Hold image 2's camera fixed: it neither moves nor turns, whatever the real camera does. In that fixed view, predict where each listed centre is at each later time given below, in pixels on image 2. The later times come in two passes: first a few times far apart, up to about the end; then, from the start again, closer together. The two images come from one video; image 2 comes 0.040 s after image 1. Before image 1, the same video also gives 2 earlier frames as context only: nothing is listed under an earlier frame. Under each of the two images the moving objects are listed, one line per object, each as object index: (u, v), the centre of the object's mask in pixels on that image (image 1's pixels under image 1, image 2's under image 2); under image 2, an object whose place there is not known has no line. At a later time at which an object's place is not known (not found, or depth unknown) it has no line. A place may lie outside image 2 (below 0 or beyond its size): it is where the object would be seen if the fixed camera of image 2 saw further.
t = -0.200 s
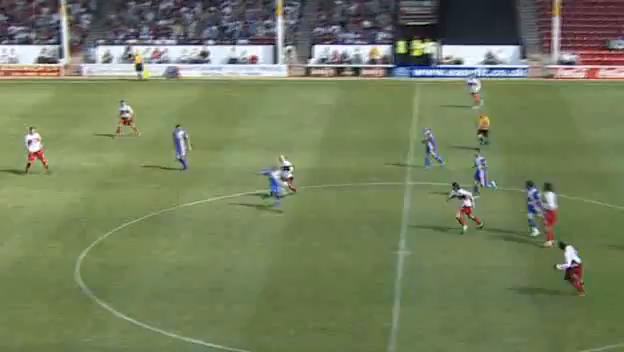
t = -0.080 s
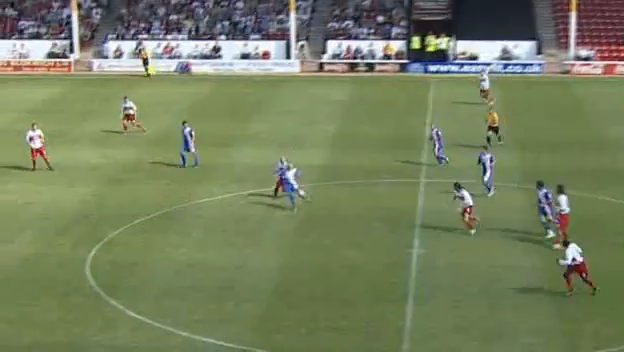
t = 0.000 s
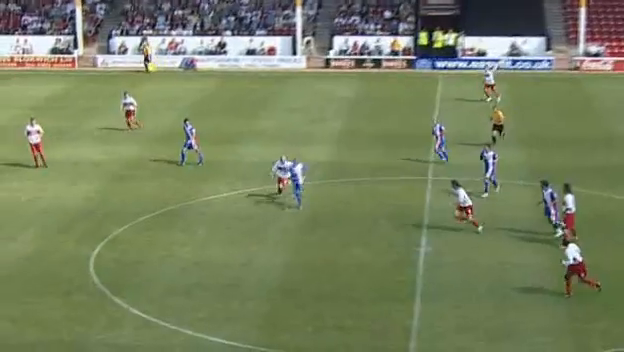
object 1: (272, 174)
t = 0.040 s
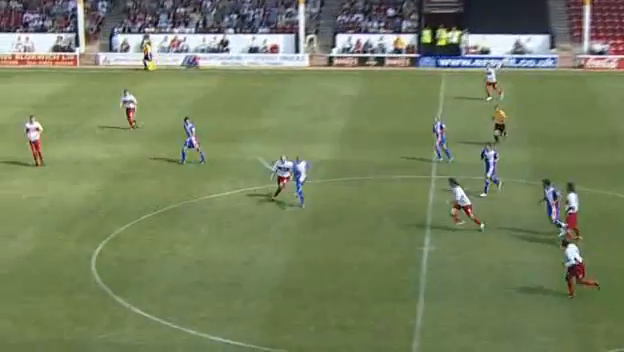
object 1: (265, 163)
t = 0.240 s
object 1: (169, 115)
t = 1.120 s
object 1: (-275, 75)
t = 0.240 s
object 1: (169, 115)
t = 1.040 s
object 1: (-228, 66)
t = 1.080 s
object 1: (-253, 70)
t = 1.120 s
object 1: (-275, 75)
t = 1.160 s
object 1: (-299, 80)
